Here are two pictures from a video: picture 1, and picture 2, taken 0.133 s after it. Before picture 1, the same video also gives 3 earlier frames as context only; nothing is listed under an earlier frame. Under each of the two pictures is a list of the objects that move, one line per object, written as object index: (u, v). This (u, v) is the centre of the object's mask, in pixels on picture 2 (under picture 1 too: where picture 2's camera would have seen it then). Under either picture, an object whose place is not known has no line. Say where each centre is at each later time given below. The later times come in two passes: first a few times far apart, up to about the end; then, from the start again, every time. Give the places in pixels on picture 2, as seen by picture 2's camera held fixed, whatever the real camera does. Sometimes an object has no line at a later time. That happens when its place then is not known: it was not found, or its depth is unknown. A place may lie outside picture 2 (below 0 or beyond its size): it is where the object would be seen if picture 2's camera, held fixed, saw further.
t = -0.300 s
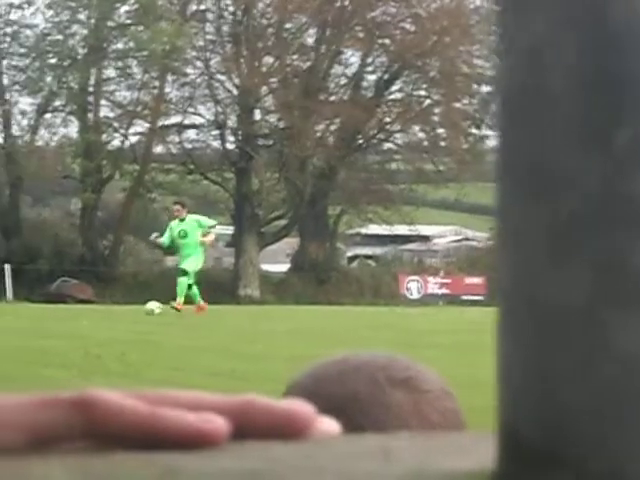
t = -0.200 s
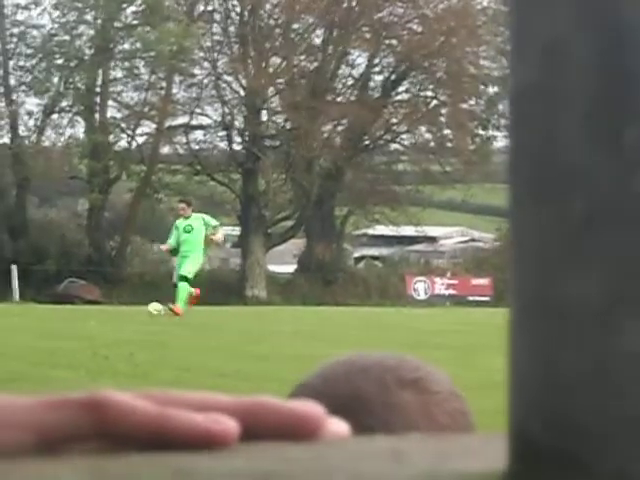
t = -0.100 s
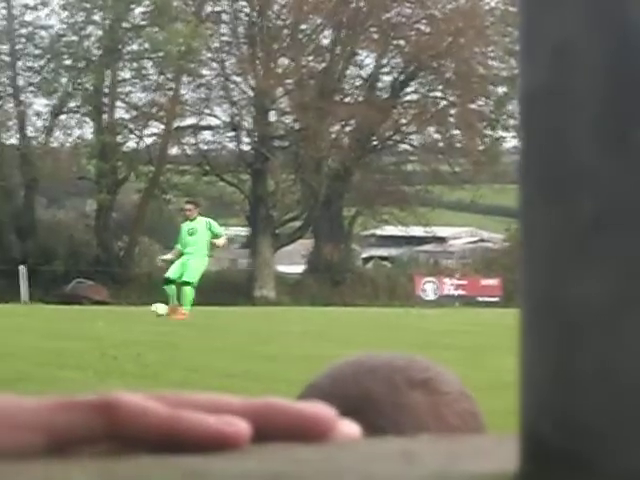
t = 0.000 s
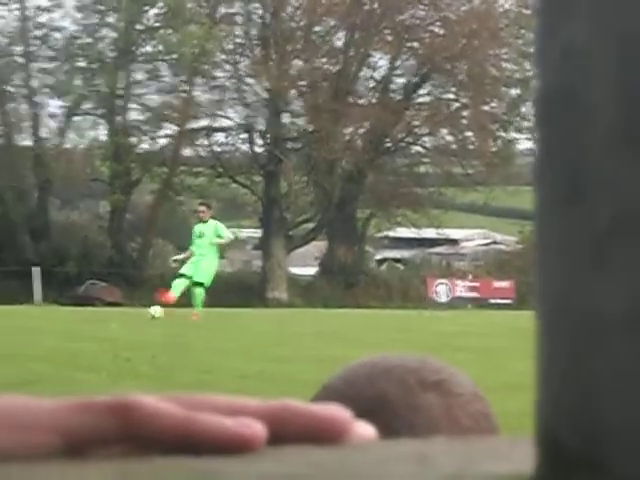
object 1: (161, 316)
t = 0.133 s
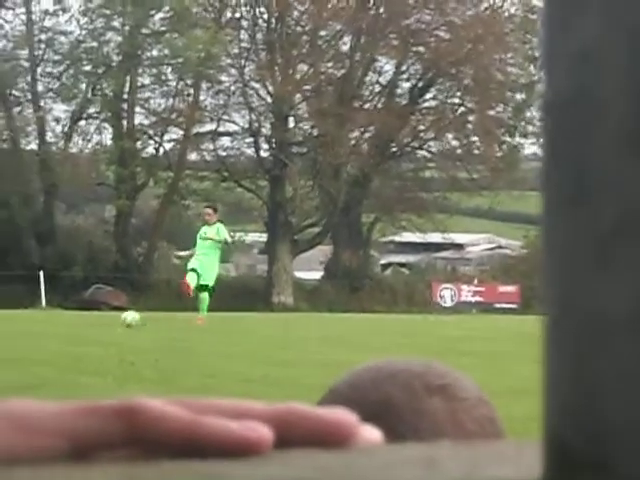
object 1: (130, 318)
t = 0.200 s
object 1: (114, 322)
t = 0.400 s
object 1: (69, 325)
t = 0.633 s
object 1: (18, 336)
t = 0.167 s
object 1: (123, 319)
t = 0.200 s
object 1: (114, 322)
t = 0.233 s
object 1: (107, 323)
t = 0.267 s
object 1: (100, 323)
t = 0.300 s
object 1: (91, 323)
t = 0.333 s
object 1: (84, 323)
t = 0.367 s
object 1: (76, 323)
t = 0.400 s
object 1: (69, 325)
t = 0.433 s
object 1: (61, 328)
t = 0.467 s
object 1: (53, 330)
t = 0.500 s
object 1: (46, 330)
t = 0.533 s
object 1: (38, 332)
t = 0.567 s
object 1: (31, 333)
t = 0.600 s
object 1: (24, 335)
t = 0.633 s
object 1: (18, 336)
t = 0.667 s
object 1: (11, 338)
